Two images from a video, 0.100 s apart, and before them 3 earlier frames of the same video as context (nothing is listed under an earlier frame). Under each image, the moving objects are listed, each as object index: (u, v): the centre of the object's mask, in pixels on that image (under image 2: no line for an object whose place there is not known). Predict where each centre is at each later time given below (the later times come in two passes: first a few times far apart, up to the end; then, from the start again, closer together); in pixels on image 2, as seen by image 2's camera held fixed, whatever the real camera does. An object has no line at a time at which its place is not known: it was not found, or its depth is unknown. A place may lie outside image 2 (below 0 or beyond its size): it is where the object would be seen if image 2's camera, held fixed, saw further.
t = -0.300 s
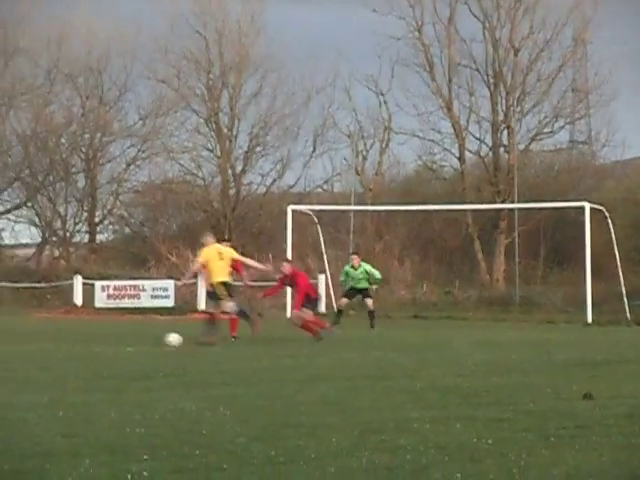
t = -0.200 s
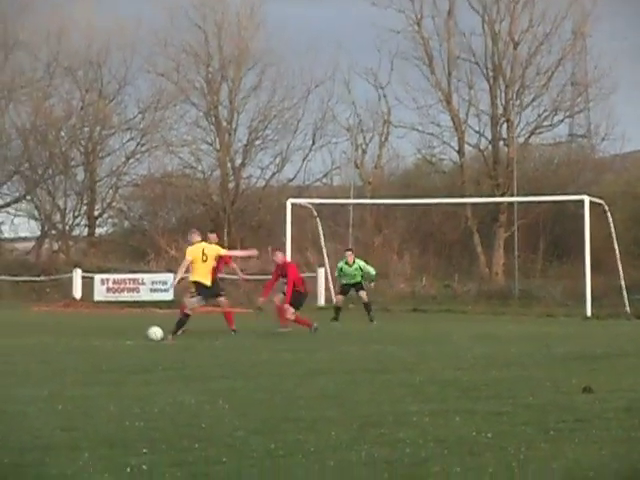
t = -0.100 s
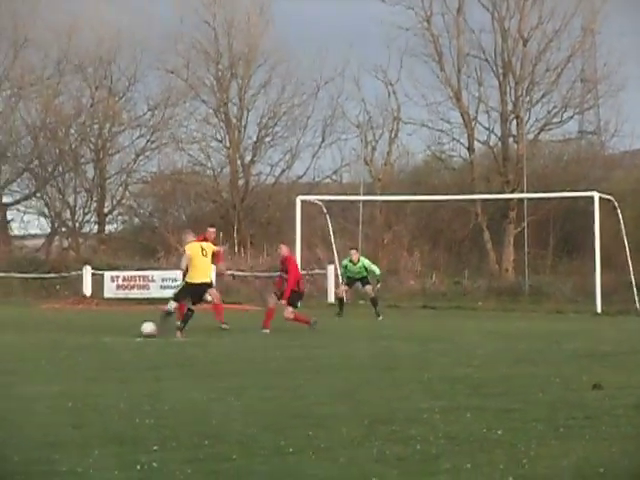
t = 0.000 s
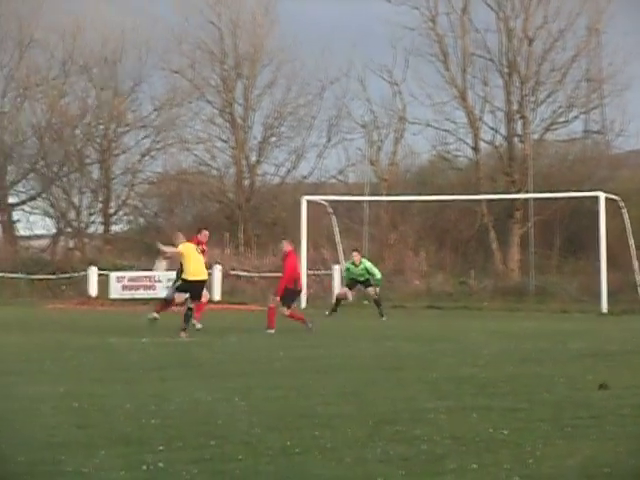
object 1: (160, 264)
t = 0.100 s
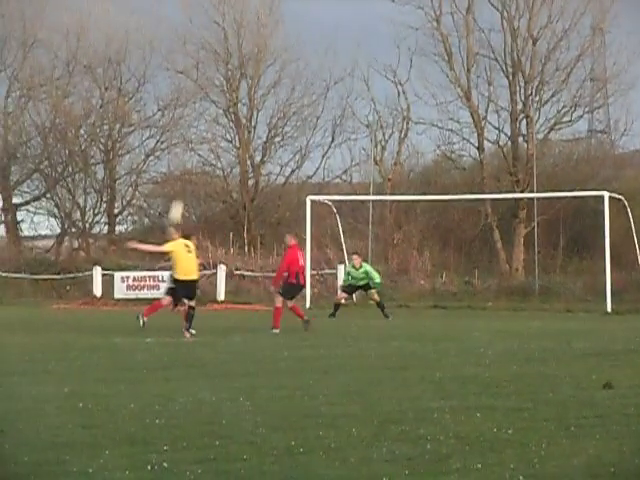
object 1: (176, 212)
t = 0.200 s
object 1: (190, 166)
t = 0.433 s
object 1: (231, 97)
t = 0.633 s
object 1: (268, 71)
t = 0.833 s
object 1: (306, 69)
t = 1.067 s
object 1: (350, 91)
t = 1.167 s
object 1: (368, 107)
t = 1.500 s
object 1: (426, 184)
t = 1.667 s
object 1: (431, 210)
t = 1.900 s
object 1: (412, 236)
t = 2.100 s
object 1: (395, 271)
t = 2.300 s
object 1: (379, 294)
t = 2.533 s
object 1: (361, 298)
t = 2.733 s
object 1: (345, 300)
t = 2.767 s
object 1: (344, 300)
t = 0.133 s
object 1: (180, 195)
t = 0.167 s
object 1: (185, 180)
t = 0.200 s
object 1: (190, 166)
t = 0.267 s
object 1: (201, 142)
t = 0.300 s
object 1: (207, 131)
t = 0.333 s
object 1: (213, 121)
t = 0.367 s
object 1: (219, 113)
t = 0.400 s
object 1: (225, 104)
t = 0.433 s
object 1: (231, 97)
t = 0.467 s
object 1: (237, 91)
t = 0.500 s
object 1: (243, 86)
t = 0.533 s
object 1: (249, 81)
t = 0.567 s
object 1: (256, 77)
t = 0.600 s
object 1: (262, 74)
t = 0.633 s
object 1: (268, 71)
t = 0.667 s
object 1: (274, 69)
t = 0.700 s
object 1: (280, 69)
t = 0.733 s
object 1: (287, 67)
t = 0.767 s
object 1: (293, 67)
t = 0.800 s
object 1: (300, 68)
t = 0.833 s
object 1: (306, 69)
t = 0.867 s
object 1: (313, 71)
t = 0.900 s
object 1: (318, 73)
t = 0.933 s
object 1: (325, 76)
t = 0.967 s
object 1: (331, 79)
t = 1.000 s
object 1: (338, 82)
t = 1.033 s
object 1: (344, 86)
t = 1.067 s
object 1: (350, 91)
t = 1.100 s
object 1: (356, 95)
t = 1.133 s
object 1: (362, 101)
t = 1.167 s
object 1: (368, 107)
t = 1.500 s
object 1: (426, 184)
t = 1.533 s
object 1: (431, 191)
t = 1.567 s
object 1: (434, 201)
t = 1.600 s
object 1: (435, 204)
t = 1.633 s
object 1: (434, 206)
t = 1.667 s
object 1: (431, 210)
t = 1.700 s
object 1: (429, 213)
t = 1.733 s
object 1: (426, 217)
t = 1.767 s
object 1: (423, 220)
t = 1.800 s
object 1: (421, 224)
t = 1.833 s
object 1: (418, 228)
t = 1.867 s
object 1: (415, 232)
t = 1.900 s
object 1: (412, 236)
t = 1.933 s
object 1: (410, 241)
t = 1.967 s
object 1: (407, 246)
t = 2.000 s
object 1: (404, 252)
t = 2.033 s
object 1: (401, 257)
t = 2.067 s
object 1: (398, 264)
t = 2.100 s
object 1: (395, 271)
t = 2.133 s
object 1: (392, 278)
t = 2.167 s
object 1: (390, 286)
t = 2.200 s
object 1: (387, 292)
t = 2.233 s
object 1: (383, 295)
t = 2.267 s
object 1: (381, 294)
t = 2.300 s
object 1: (379, 294)
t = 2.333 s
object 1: (376, 294)
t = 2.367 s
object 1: (374, 294)
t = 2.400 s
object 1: (371, 293)
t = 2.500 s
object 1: (364, 296)
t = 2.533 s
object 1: (361, 298)
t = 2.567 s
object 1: (358, 298)
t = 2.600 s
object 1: (356, 298)
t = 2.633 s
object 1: (353, 298)
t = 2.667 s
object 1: (351, 298)
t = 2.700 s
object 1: (347, 299)
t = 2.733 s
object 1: (345, 300)
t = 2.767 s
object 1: (344, 300)
